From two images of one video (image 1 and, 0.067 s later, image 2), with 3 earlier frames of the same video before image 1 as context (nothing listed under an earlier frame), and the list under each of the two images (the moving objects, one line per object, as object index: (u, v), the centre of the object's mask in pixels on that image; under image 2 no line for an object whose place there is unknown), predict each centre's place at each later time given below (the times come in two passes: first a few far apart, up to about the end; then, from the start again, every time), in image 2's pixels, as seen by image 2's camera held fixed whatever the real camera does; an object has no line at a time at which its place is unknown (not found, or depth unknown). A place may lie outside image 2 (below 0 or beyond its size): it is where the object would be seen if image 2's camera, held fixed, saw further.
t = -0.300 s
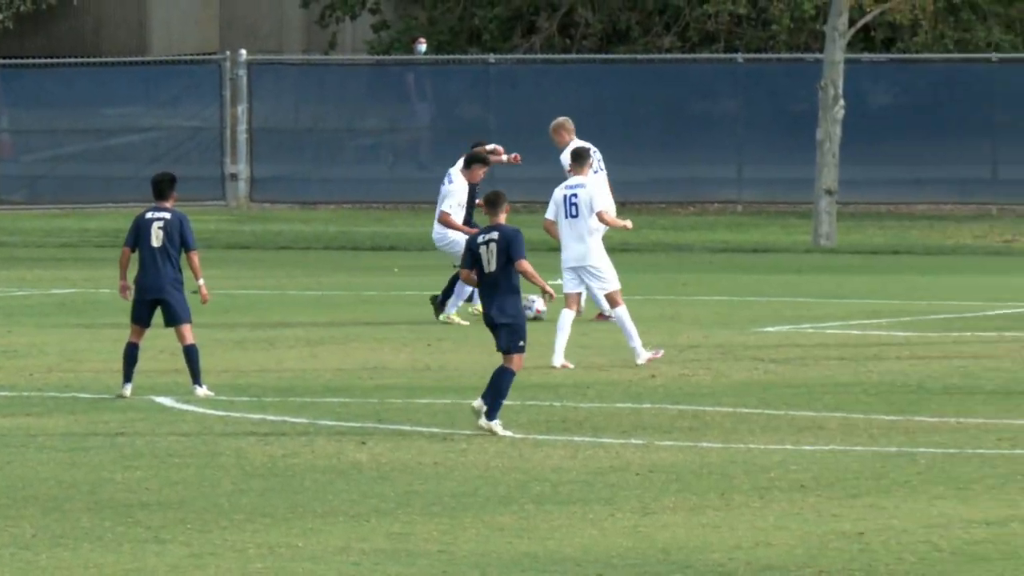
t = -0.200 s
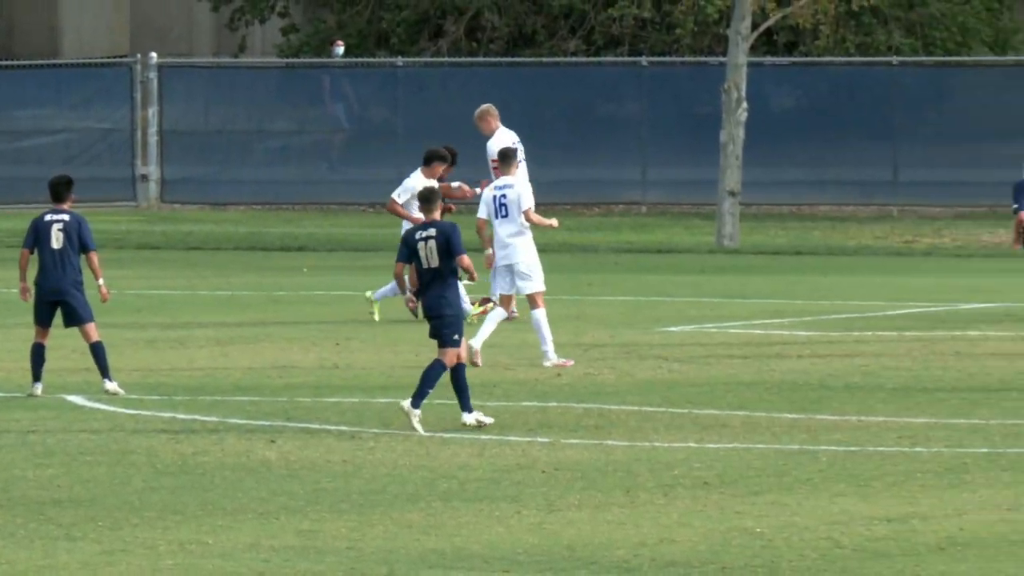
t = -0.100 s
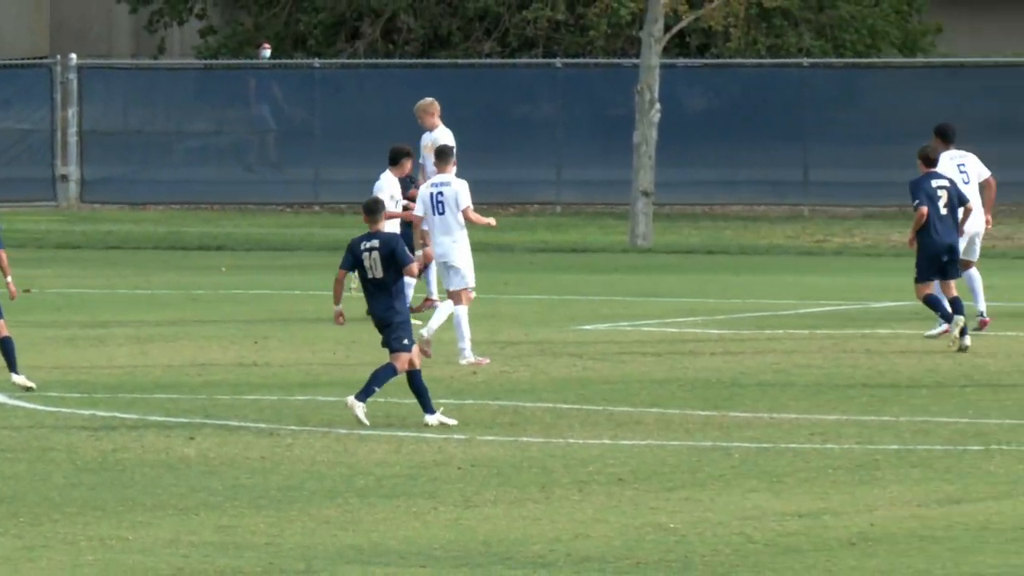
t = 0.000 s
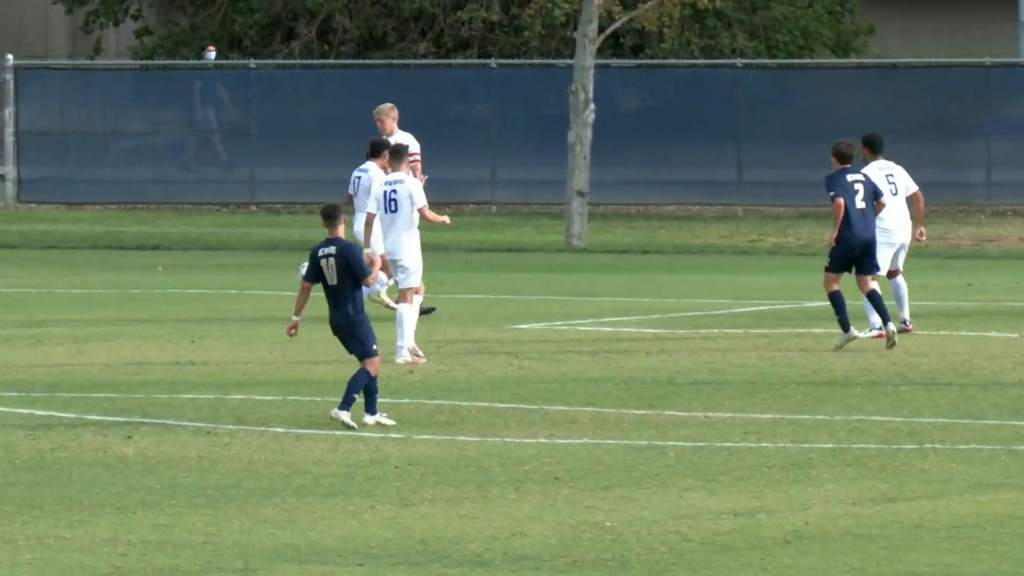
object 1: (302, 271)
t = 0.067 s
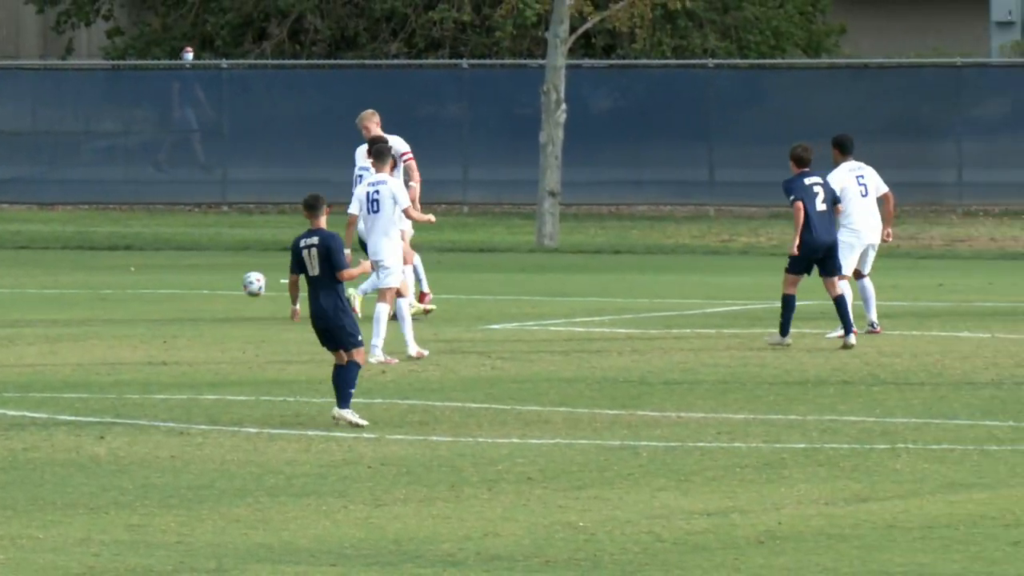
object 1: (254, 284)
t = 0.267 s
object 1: (188, 304)
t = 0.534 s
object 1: (141, 313)
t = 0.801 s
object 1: (136, 314)
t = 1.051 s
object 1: (151, 317)
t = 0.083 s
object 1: (247, 287)
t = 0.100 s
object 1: (240, 290)
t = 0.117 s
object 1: (233, 294)
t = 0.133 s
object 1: (226, 298)
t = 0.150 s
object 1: (219, 302)
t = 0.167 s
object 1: (212, 307)
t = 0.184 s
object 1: (205, 312)
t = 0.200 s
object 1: (201, 311)
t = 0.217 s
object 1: (198, 309)
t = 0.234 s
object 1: (194, 307)
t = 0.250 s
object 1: (191, 305)
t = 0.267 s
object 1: (188, 304)
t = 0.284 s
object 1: (184, 303)
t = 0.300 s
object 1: (181, 301)
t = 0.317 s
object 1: (178, 301)
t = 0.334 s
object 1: (175, 301)
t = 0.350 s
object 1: (172, 301)
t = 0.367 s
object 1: (169, 301)
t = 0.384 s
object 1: (166, 302)
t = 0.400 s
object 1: (162, 302)
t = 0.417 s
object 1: (159, 303)
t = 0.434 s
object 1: (157, 305)
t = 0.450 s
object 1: (152, 307)
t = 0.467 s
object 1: (150, 309)
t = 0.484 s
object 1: (147, 312)
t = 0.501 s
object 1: (144, 314)
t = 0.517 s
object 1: (141, 314)
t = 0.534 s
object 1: (141, 313)
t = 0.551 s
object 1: (140, 312)
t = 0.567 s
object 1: (139, 311)
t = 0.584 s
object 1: (139, 310)
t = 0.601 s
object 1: (138, 309)
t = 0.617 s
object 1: (138, 309)
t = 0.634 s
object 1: (137, 310)
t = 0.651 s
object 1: (136, 310)
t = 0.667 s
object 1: (135, 311)
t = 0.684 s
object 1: (134, 312)
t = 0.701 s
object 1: (134, 314)
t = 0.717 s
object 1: (133, 315)
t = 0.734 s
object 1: (133, 316)
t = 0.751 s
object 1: (133, 316)
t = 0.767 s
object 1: (134, 315)
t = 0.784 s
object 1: (135, 315)
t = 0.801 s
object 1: (136, 314)
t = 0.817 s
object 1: (137, 315)
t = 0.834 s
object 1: (137, 315)
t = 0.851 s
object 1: (138, 315)
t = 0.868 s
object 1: (140, 316)
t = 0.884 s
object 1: (140, 317)
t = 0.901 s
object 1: (141, 317)
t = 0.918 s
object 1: (143, 317)
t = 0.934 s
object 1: (144, 316)
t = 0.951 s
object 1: (145, 316)
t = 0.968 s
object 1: (146, 317)
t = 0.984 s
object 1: (147, 317)
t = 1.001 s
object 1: (148, 317)
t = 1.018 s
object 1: (149, 316)
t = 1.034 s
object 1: (150, 316)
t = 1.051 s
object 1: (151, 317)
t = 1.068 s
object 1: (152, 317)
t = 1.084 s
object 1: (153, 317)
